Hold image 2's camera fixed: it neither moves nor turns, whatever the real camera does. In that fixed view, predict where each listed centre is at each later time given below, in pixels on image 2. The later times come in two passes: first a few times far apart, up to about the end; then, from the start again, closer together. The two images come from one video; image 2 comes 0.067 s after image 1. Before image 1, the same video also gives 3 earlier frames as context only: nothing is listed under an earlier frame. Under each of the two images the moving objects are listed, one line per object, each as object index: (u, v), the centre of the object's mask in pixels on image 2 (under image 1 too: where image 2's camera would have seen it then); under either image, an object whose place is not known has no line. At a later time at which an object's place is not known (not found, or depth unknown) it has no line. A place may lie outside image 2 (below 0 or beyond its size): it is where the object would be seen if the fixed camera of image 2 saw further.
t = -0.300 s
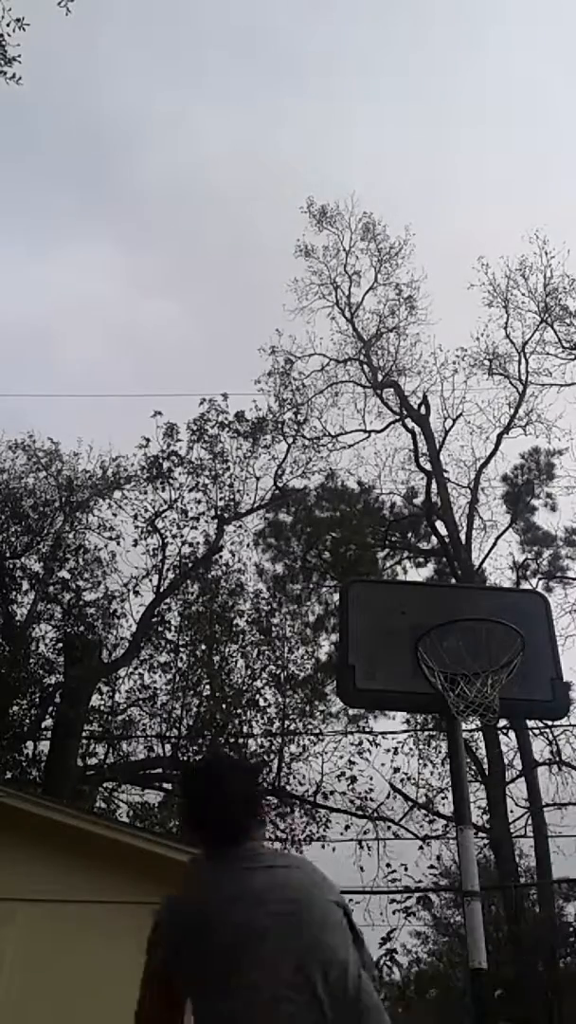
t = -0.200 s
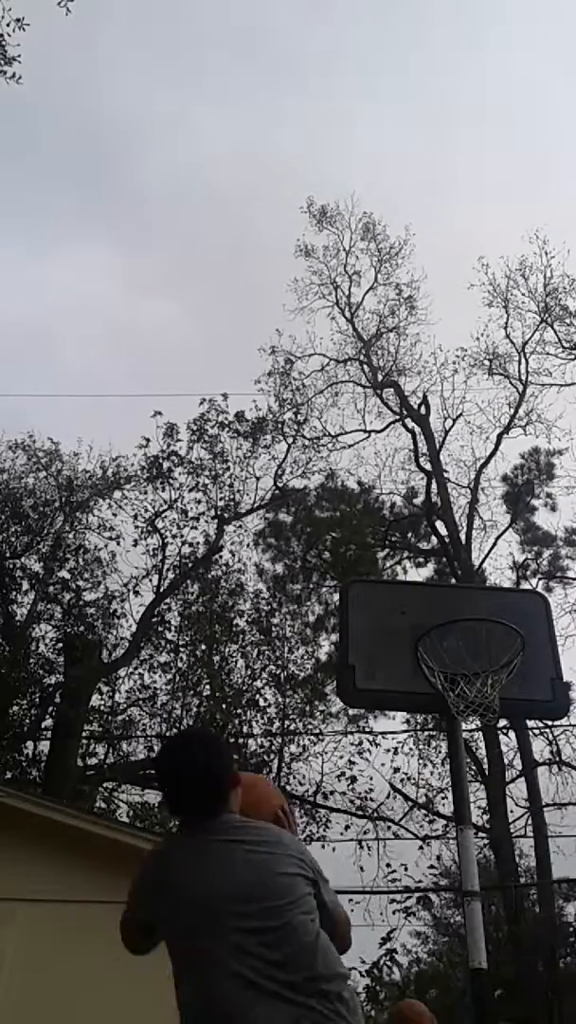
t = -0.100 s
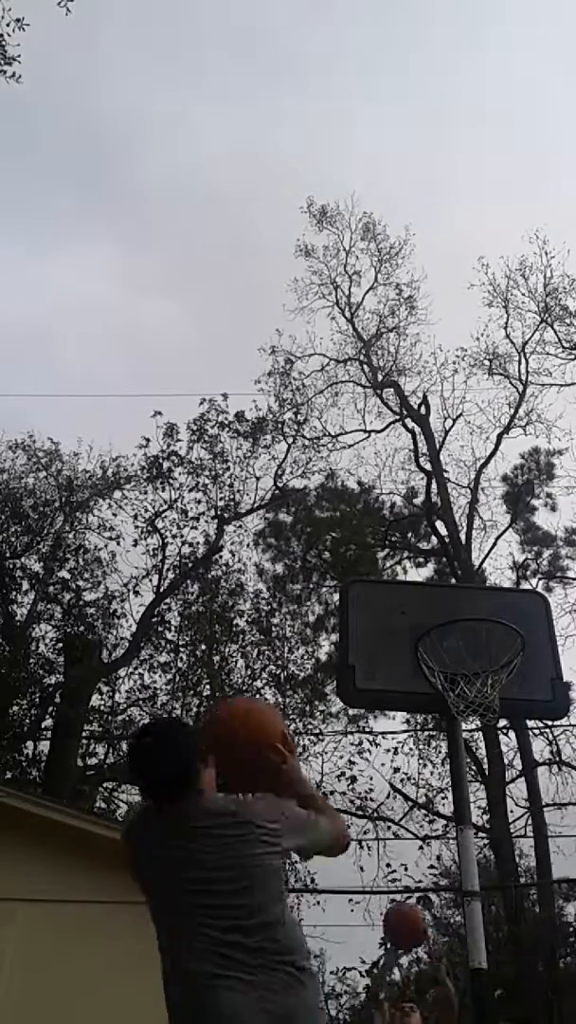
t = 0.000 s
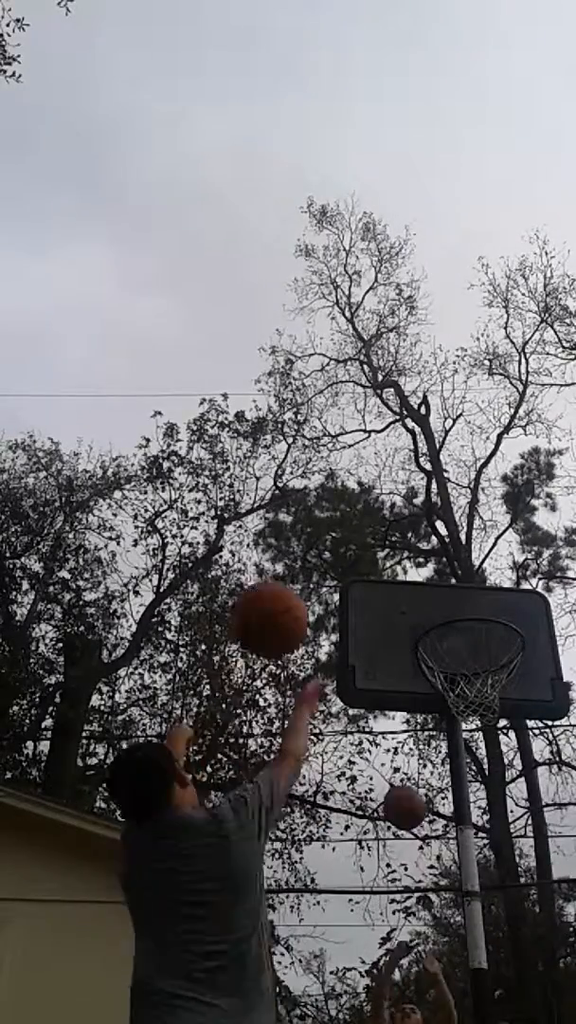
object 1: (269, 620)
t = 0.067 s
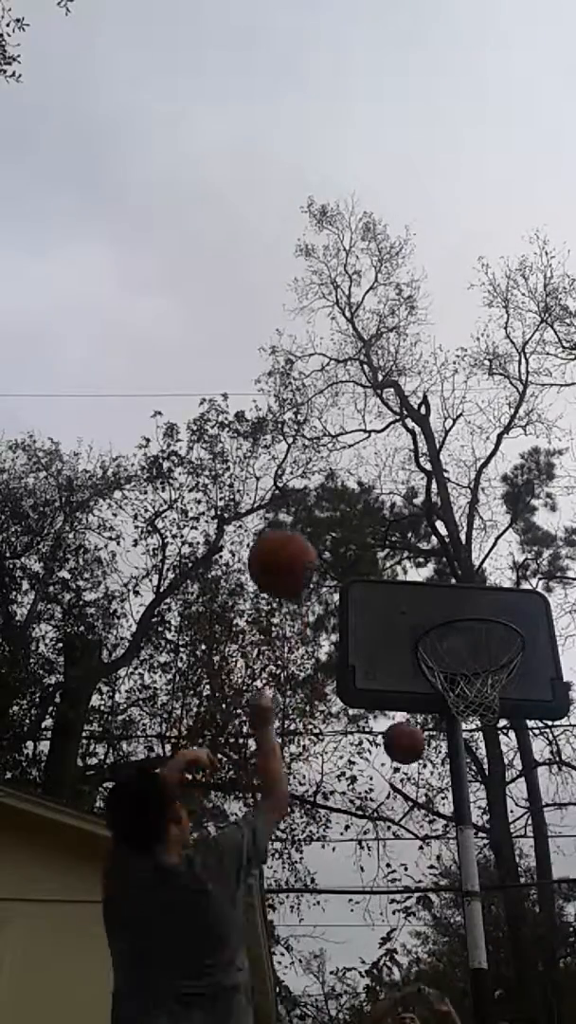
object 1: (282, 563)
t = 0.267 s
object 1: (309, 489)
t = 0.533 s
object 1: (333, 516)
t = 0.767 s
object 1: (350, 614)
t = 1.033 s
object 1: (367, 763)
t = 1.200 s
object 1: (383, 969)
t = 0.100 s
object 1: (288, 543)
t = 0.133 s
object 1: (292, 524)
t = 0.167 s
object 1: (299, 513)
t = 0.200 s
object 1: (303, 504)
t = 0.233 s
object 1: (307, 497)
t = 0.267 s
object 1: (309, 489)
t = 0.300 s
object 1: (312, 487)
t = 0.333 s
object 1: (315, 487)
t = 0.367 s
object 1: (318, 486)
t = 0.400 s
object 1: (321, 488)
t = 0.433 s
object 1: (325, 496)
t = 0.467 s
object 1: (327, 501)
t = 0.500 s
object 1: (329, 507)
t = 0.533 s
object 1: (333, 516)
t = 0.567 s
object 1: (335, 524)
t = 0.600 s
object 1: (338, 537)
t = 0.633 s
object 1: (342, 551)
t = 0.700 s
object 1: (345, 585)
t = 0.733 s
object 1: (349, 602)
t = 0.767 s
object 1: (350, 614)
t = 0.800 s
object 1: (350, 628)
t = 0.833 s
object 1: (354, 639)
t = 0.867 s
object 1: (354, 652)
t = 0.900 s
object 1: (358, 662)
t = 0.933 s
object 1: (357, 678)
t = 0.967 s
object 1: (361, 708)
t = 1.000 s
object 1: (364, 734)
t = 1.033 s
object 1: (367, 763)
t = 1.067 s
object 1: (369, 795)
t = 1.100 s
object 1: (373, 831)
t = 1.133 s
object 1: (376, 872)
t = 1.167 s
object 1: (379, 918)
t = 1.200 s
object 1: (383, 969)
